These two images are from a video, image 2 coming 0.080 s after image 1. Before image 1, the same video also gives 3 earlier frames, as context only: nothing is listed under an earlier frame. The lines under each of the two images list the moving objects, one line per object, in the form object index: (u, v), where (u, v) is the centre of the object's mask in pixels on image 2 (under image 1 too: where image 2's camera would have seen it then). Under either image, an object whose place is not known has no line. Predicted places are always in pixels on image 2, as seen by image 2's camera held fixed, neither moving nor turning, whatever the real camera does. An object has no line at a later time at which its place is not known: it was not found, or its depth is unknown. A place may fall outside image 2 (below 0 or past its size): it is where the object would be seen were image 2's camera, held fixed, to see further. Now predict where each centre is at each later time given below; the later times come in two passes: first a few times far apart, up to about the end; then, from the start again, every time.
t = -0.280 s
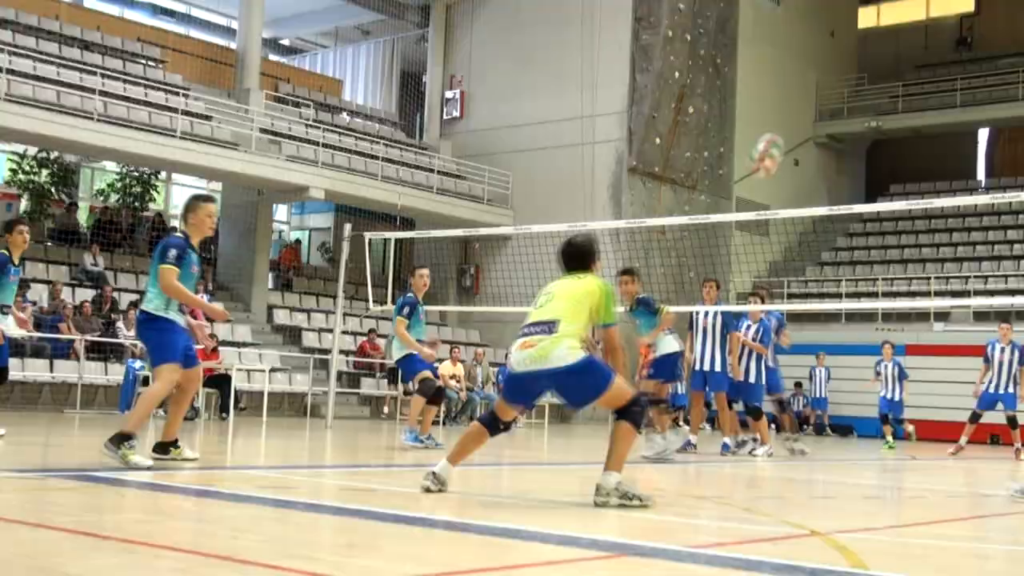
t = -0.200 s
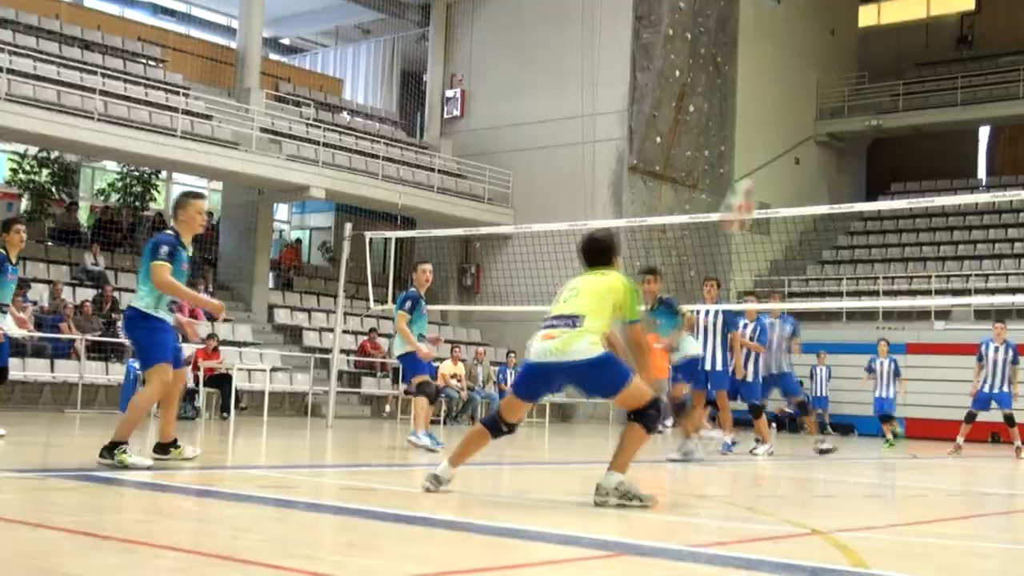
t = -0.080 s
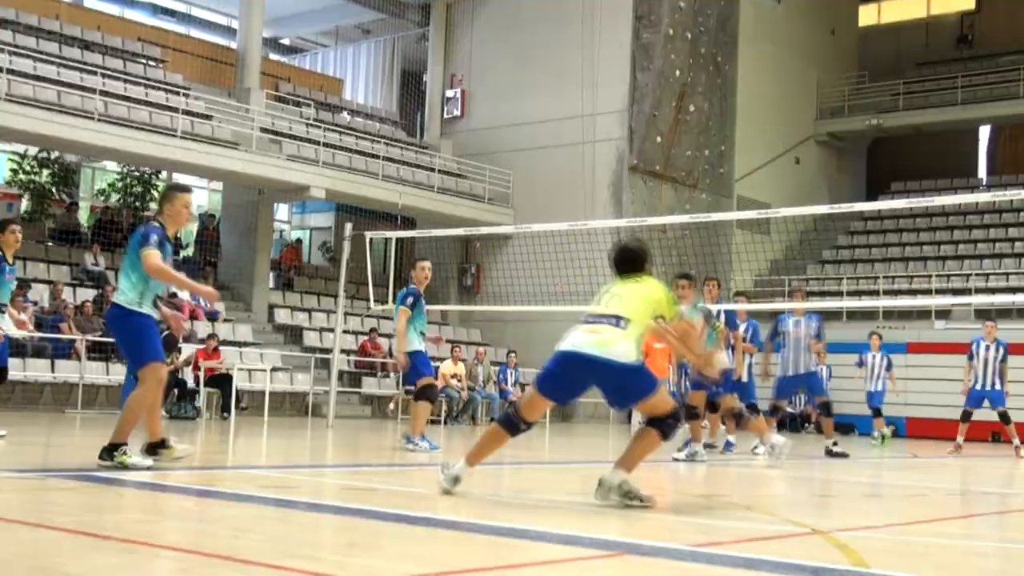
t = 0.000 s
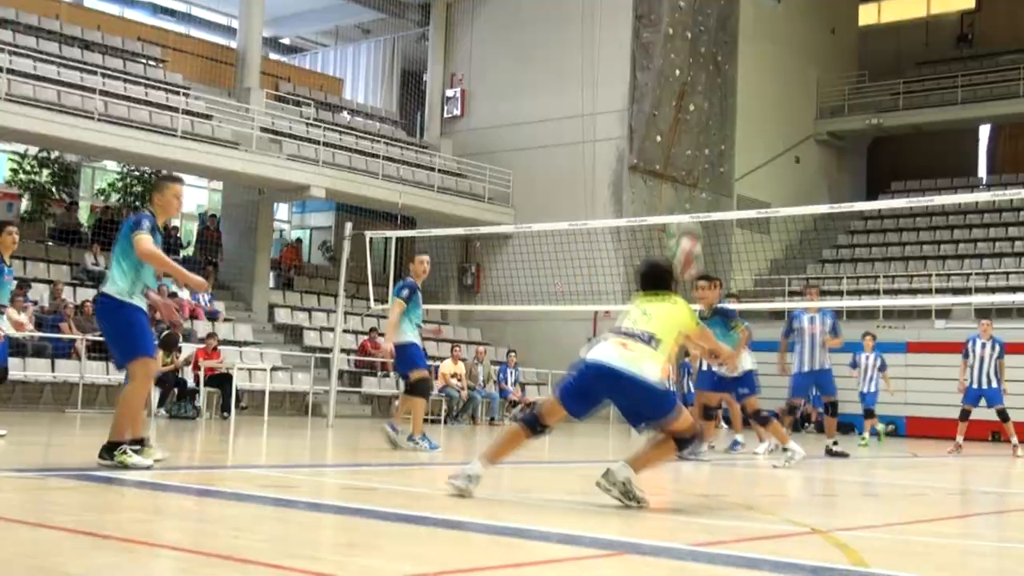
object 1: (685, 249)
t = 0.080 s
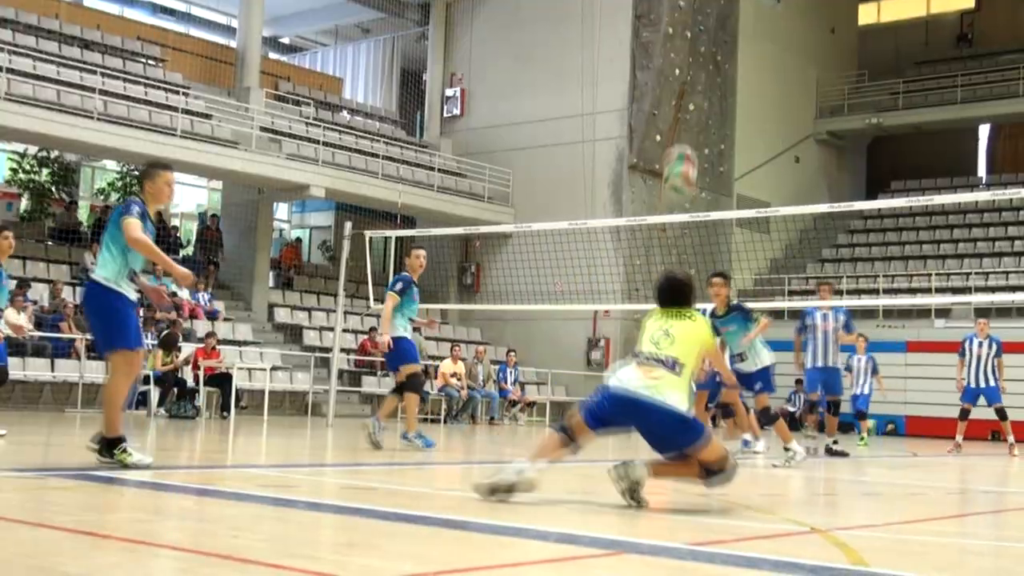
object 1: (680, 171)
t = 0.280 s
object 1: (671, 57)
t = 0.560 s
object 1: (659, 18)
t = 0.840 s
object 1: (644, 77)
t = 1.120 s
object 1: (629, 203)
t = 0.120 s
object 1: (679, 141)
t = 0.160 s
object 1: (676, 113)
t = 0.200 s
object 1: (675, 92)
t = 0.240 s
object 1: (674, 73)
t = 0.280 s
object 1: (671, 57)
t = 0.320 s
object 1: (670, 44)
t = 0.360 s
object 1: (668, 32)
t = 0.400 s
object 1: (666, 24)
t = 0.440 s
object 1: (664, 20)
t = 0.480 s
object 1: (662, 17)
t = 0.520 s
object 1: (660, 16)
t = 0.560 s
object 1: (659, 18)
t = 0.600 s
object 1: (657, 21)
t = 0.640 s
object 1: (654, 26)
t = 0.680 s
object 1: (652, 33)
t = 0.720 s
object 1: (650, 41)
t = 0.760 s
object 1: (648, 52)
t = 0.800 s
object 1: (646, 64)
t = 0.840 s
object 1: (644, 77)
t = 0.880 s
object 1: (642, 91)
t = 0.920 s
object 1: (640, 108)
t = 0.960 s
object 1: (638, 125)
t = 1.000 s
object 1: (635, 143)
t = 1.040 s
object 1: (634, 160)
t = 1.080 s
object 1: (631, 183)
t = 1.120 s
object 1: (629, 203)
